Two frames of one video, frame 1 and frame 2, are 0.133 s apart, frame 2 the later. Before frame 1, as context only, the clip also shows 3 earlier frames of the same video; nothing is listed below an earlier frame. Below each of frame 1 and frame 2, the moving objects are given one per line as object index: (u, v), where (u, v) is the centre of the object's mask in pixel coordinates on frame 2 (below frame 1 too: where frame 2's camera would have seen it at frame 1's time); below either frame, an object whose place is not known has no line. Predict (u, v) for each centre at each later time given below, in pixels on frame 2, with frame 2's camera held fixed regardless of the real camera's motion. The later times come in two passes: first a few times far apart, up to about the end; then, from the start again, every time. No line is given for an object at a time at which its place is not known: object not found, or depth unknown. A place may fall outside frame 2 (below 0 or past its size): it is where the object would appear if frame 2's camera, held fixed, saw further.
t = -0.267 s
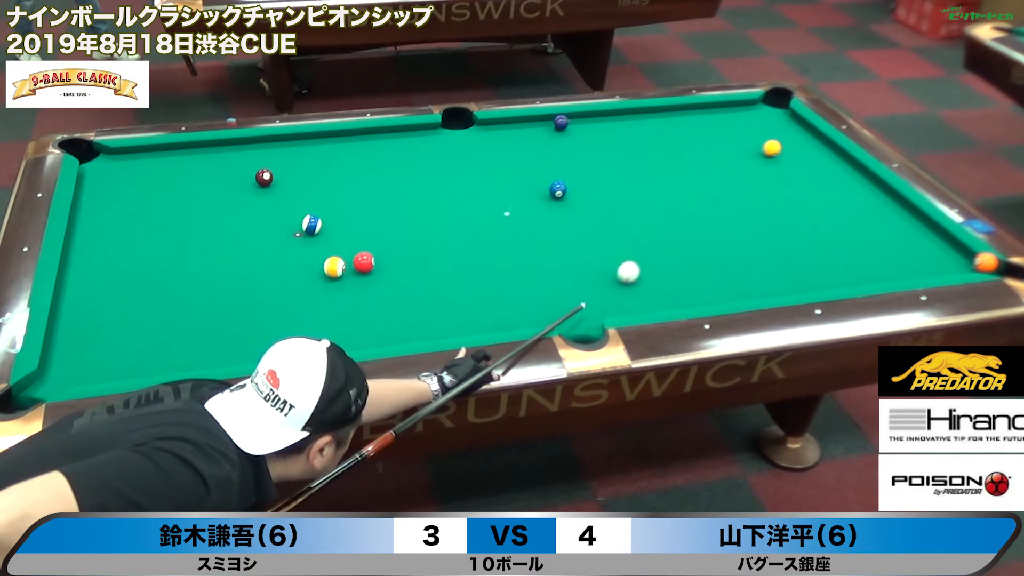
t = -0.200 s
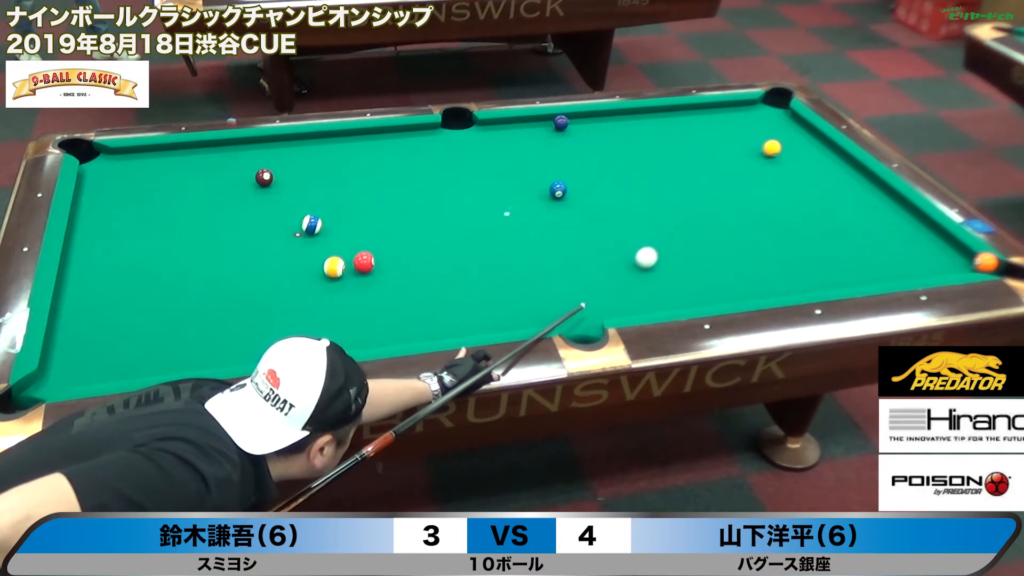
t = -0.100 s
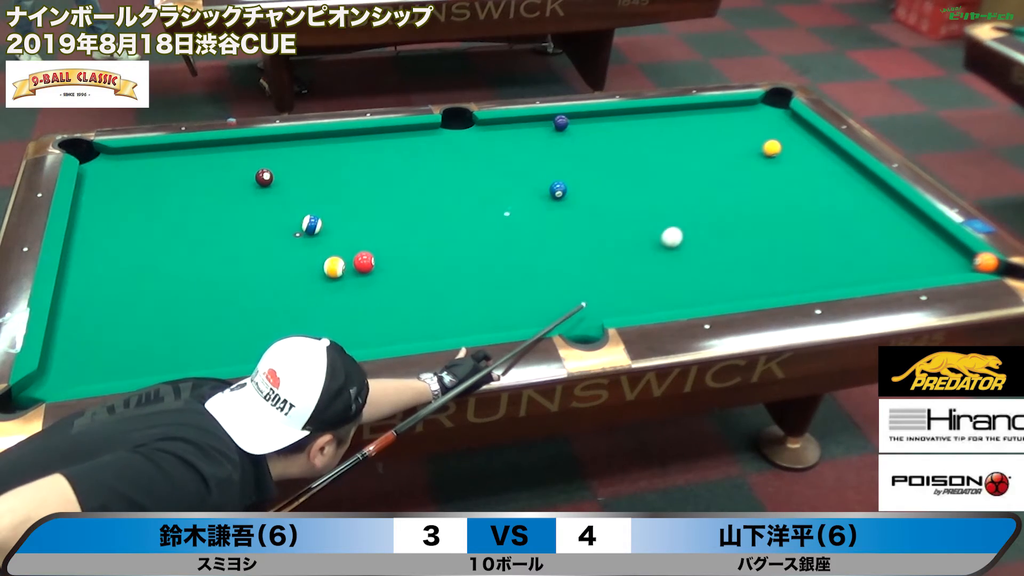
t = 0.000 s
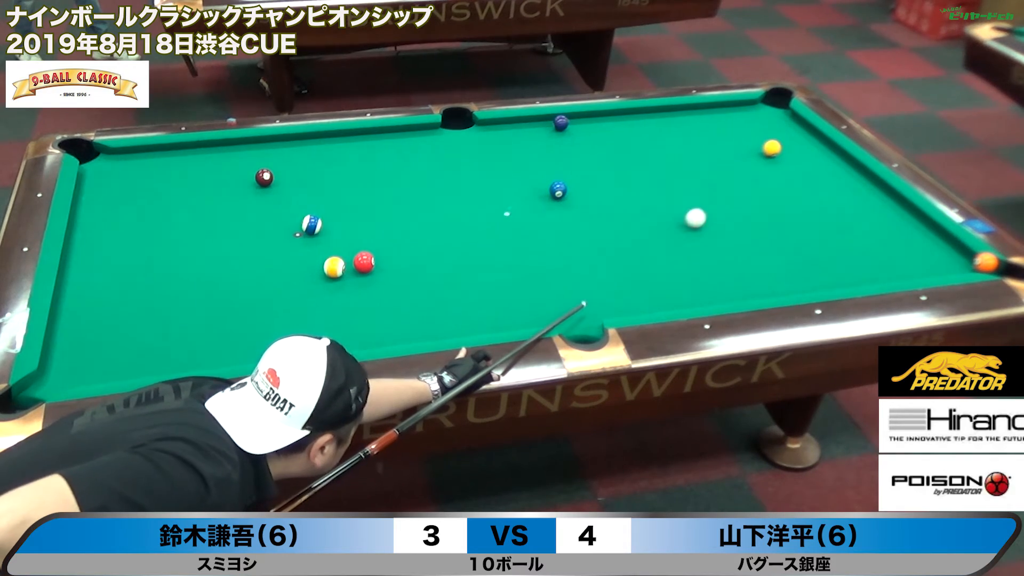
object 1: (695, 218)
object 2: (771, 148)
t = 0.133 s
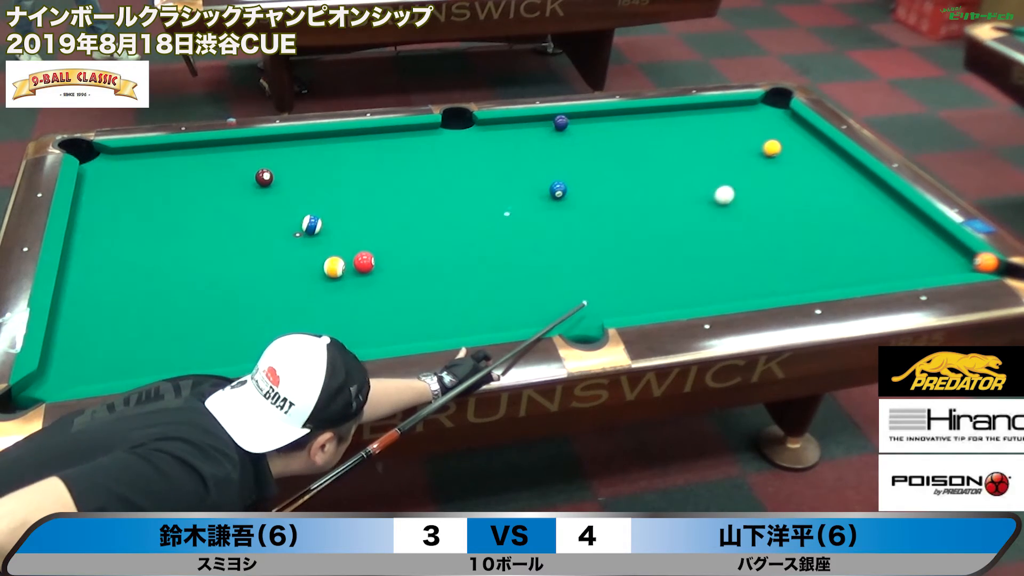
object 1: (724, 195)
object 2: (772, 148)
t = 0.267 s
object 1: (750, 174)
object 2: (772, 148)
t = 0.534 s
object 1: (799, 155)
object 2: (769, 131)
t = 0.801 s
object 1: (832, 152)
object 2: (765, 108)
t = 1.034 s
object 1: (805, 155)
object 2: (779, 102)
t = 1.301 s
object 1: (776, 158)
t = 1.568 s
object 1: (748, 161)
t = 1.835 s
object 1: (720, 165)
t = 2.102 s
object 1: (694, 168)
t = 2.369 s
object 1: (669, 171)
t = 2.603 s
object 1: (648, 174)
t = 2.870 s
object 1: (625, 177)
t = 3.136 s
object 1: (603, 179)
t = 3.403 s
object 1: (583, 182)
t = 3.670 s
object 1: (567, 182)
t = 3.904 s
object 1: (558, 181)
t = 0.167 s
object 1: (731, 190)
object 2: (772, 148)
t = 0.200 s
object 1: (737, 184)
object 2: (772, 148)
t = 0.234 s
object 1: (744, 179)
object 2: (772, 148)
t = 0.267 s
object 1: (750, 174)
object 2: (772, 148)
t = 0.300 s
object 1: (756, 169)
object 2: (772, 148)
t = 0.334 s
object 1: (762, 164)
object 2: (772, 147)
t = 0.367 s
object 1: (768, 160)
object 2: (772, 146)
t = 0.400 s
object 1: (773, 155)
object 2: (771, 144)
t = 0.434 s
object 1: (780, 156)
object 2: (771, 143)
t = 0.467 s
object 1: (787, 156)
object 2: (770, 139)
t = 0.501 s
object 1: (793, 156)
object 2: (769, 135)
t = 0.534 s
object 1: (799, 155)
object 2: (769, 131)
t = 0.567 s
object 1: (805, 155)
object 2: (768, 128)
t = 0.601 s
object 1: (812, 154)
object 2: (768, 125)
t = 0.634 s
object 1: (818, 154)
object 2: (767, 122)
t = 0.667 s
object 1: (824, 153)
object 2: (767, 119)
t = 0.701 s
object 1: (830, 152)
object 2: (766, 116)
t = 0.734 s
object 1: (836, 152)
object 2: (766, 113)
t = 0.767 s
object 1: (836, 152)
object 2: (765, 111)
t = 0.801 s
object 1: (832, 152)
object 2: (765, 108)
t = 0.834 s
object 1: (828, 152)
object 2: (764, 105)
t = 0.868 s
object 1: (824, 153)
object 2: (764, 103)
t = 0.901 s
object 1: (820, 153)
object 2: (766, 101)
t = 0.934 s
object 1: (817, 154)
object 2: (769, 100)
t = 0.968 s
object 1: (813, 154)
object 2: (773, 99)
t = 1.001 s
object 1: (809, 155)
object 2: (776, 100)
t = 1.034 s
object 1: (805, 155)
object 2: (779, 102)
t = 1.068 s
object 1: (801, 155)
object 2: (781, 106)
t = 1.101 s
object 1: (798, 156)
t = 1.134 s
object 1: (794, 156)
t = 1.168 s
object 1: (790, 157)
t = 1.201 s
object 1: (787, 157)
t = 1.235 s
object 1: (783, 157)
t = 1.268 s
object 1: (779, 158)
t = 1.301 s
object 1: (776, 158)
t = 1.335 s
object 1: (772, 159)
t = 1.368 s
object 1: (769, 159)
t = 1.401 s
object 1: (765, 159)
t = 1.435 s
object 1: (761, 160)
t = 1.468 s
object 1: (758, 160)
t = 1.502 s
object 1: (755, 161)
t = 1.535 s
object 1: (751, 161)
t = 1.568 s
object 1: (748, 161)
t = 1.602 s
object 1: (744, 162)
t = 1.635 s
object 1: (741, 162)
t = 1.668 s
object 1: (737, 163)
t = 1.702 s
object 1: (734, 163)
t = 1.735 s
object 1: (730, 164)
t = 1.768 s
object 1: (727, 164)
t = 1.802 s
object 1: (724, 164)
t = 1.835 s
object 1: (720, 165)
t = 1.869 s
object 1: (717, 165)
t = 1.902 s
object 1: (713, 165)
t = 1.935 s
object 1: (710, 166)
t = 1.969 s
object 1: (707, 166)
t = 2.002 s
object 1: (704, 167)
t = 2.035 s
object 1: (700, 167)
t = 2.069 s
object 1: (697, 167)
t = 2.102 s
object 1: (694, 168)
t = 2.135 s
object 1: (691, 168)
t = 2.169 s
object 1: (688, 169)
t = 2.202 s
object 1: (684, 169)
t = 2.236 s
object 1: (681, 170)
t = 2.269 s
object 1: (678, 170)
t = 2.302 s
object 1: (675, 170)
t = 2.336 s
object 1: (672, 171)
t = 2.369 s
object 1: (669, 171)
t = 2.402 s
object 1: (666, 171)
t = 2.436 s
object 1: (662, 172)
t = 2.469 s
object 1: (659, 172)
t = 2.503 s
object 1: (656, 173)
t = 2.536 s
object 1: (653, 173)
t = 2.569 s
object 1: (650, 173)
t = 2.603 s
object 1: (648, 174)
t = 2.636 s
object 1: (644, 174)
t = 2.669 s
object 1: (642, 175)
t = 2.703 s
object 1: (639, 175)
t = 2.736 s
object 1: (636, 175)
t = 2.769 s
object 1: (633, 175)
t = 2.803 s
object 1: (630, 176)
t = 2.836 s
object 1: (627, 176)
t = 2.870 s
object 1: (625, 177)
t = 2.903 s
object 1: (622, 177)
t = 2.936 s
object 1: (619, 177)
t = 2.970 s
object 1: (616, 177)
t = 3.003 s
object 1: (613, 178)
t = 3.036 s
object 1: (611, 178)
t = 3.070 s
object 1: (608, 179)
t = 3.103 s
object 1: (606, 179)
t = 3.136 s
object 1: (603, 179)
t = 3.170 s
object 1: (600, 180)
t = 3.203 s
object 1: (598, 180)
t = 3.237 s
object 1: (595, 180)
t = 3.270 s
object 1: (593, 181)
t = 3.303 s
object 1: (590, 181)
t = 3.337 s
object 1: (587, 181)
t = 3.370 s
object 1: (585, 181)
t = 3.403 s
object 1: (583, 182)
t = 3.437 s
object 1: (580, 182)
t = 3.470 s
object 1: (578, 182)
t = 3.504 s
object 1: (575, 183)
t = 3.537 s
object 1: (573, 183)
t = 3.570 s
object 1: (571, 183)
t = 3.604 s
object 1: (570, 183)
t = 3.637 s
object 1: (568, 182)
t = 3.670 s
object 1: (567, 182)
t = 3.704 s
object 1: (566, 182)
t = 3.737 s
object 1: (564, 182)
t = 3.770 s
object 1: (563, 181)
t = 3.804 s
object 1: (562, 181)
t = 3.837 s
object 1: (561, 181)
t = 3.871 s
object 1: (559, 181)
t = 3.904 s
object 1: (558, 181)
